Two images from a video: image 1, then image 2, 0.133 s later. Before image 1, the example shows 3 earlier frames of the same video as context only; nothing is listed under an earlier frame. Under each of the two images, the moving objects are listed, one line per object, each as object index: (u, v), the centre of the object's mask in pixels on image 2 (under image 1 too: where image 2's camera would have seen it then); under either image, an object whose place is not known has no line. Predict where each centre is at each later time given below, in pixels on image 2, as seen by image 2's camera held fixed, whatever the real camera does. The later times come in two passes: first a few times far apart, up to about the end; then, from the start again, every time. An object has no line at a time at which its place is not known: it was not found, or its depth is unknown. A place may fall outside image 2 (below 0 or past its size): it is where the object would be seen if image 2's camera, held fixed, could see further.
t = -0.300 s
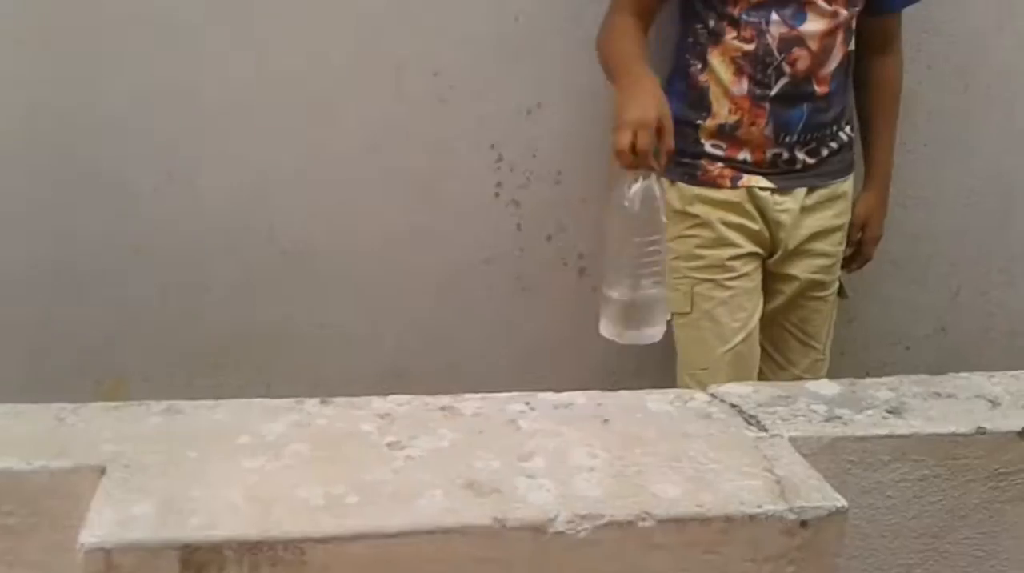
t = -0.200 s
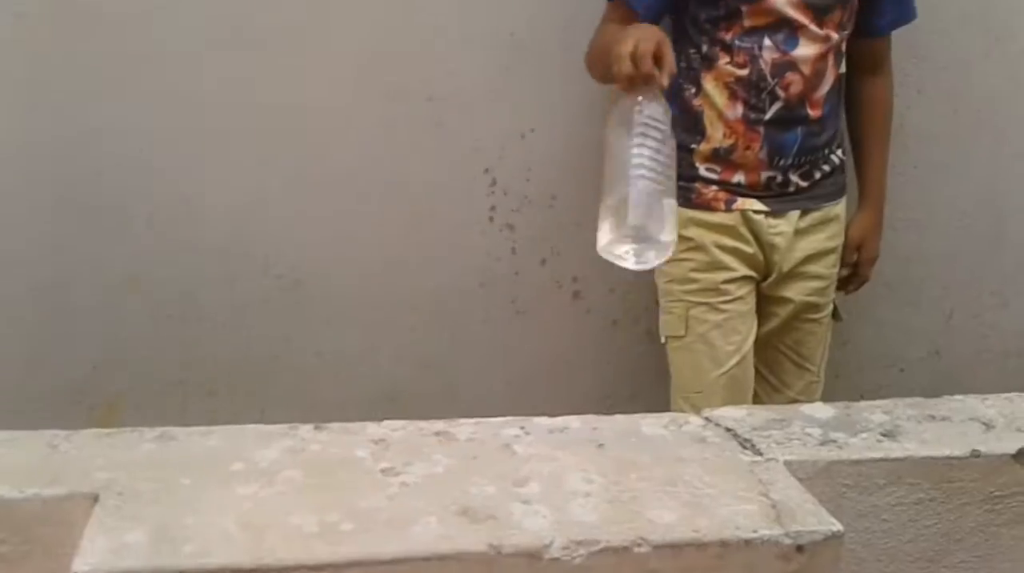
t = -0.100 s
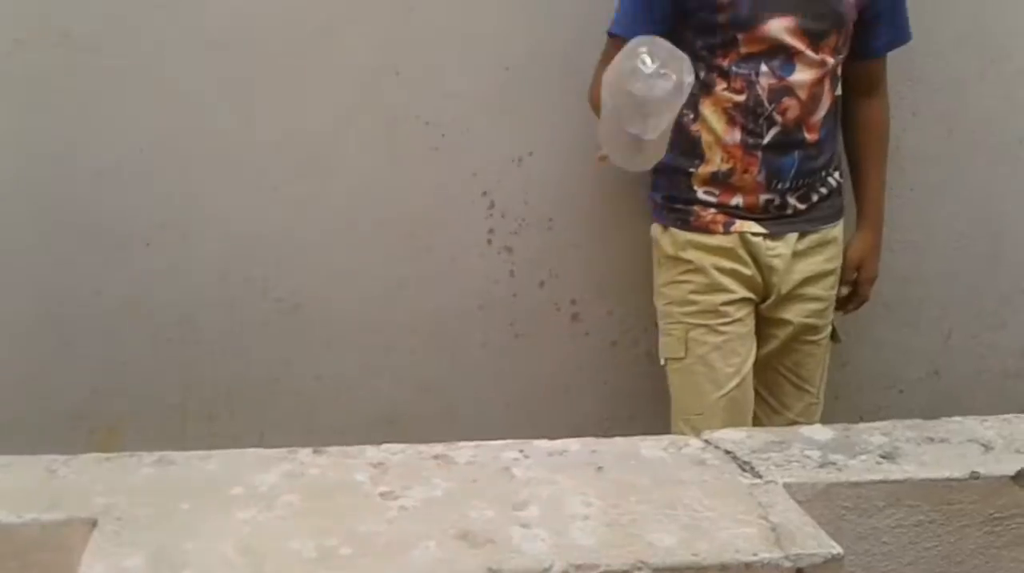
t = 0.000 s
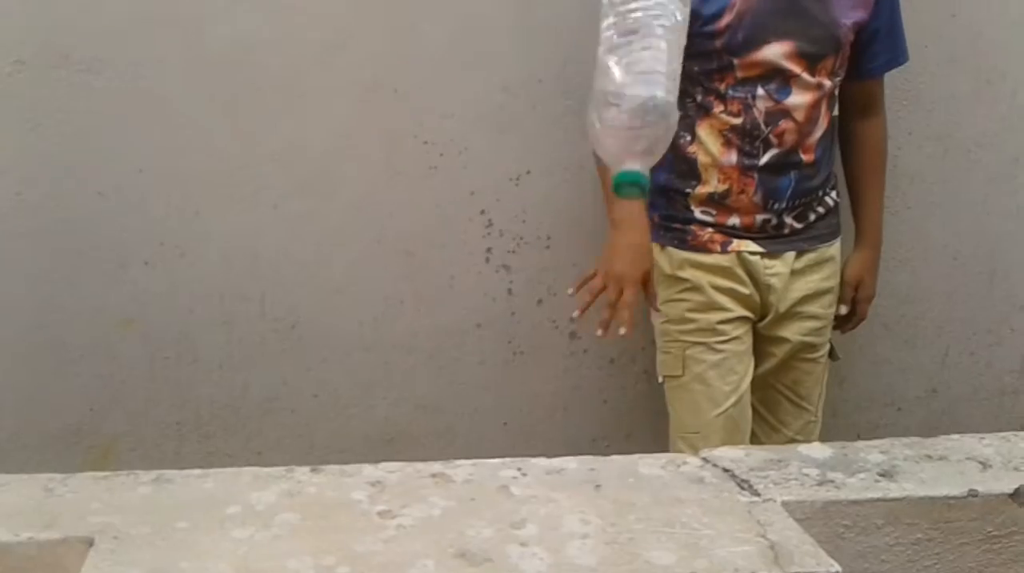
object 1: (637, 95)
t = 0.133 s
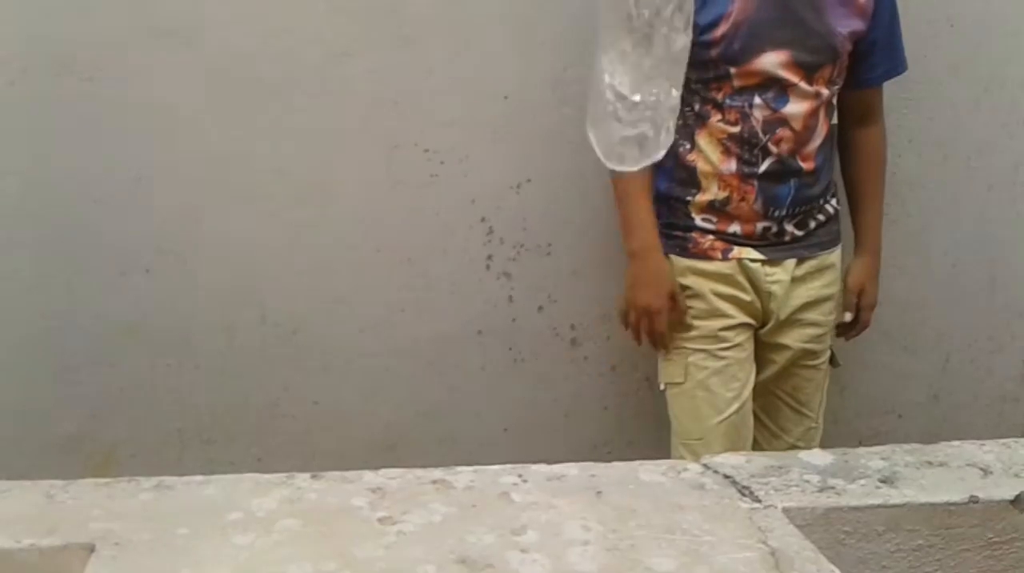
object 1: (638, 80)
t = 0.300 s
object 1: (614, 380)
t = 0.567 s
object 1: (607, 384)
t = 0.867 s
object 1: (608, 382)
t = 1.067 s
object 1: (608, 382)
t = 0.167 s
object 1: (635, 108)
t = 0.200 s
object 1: (632, 152)
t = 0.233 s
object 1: (627, 222)
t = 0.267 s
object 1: (620, 309)
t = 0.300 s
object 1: (614, 380)
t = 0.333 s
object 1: (608, 383)
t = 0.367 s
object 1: (609, 383)
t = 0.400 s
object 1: (607, 384)
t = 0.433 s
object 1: (607, 383)
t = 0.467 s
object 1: (608, 383)
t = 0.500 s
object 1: (607, 384)
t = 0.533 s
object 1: (608, 383)
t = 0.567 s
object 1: (607, 384)
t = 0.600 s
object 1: (607, 383)
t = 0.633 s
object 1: (607, 384)
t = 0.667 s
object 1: (607, 383)
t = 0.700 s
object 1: (608, 383)
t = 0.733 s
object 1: (607, 383)
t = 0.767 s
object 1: (608, 383)
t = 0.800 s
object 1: (608, 382)
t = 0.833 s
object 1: (608, 383)
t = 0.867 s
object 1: (608, 382)
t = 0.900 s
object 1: (608, 382)
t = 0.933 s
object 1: (608, 383)
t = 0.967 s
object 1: (607, 383)
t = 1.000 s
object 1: (607, 383)
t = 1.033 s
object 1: (607, 382)
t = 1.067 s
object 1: (608, 382)
